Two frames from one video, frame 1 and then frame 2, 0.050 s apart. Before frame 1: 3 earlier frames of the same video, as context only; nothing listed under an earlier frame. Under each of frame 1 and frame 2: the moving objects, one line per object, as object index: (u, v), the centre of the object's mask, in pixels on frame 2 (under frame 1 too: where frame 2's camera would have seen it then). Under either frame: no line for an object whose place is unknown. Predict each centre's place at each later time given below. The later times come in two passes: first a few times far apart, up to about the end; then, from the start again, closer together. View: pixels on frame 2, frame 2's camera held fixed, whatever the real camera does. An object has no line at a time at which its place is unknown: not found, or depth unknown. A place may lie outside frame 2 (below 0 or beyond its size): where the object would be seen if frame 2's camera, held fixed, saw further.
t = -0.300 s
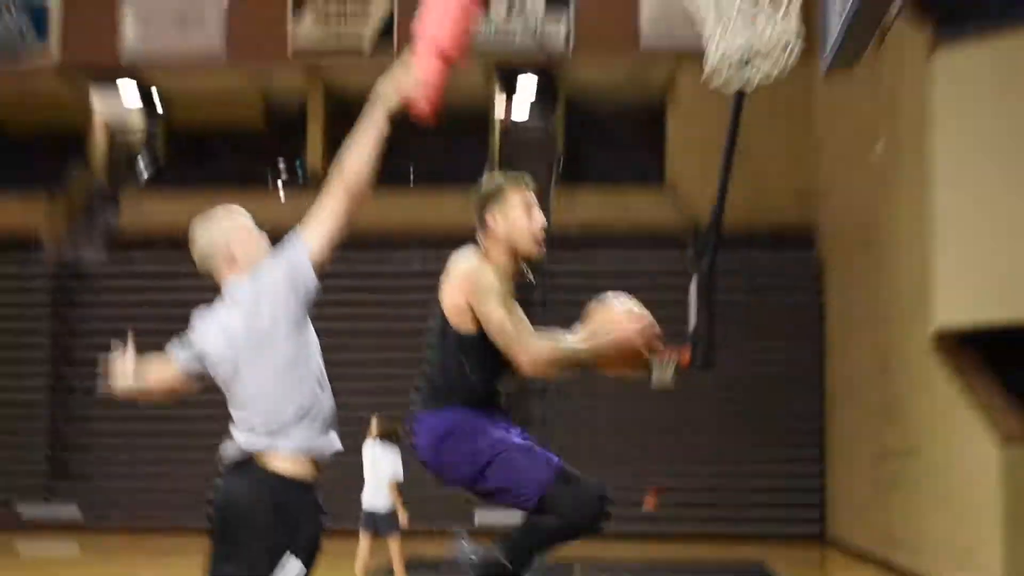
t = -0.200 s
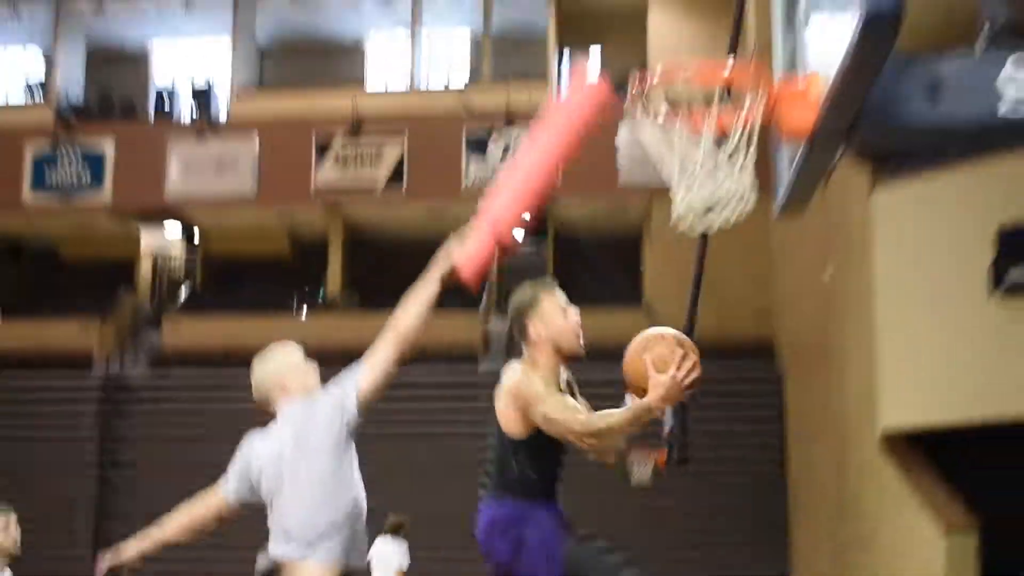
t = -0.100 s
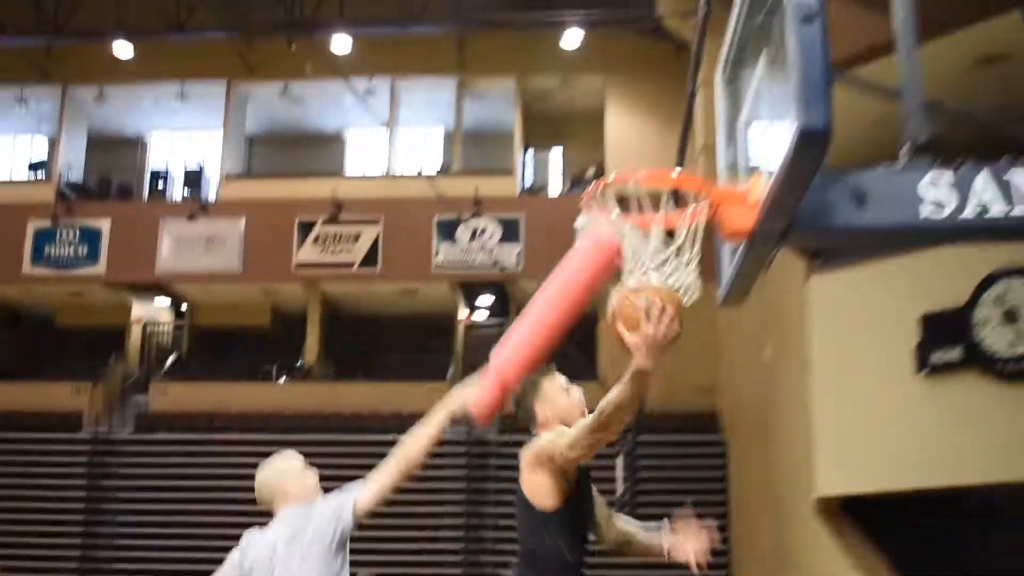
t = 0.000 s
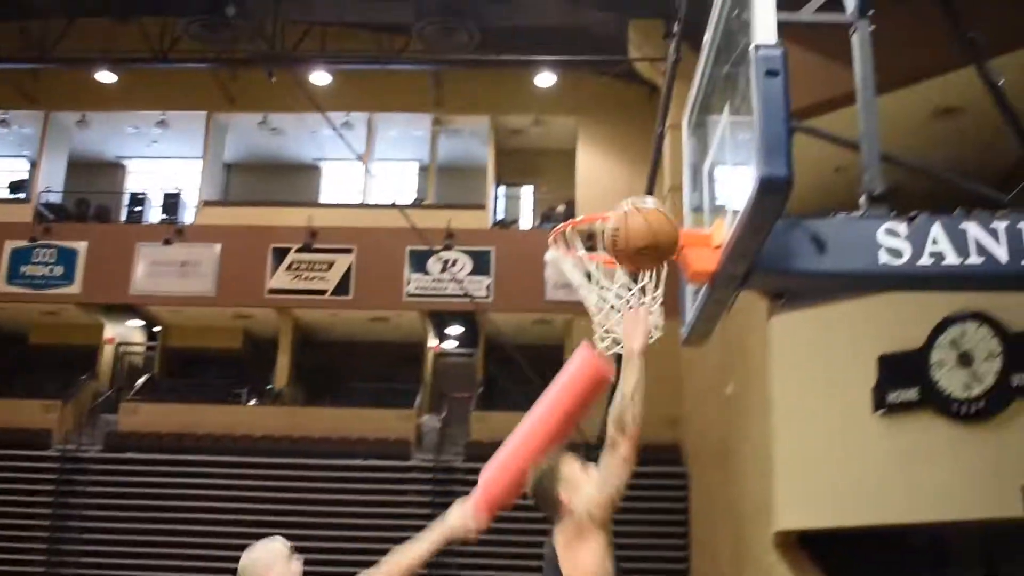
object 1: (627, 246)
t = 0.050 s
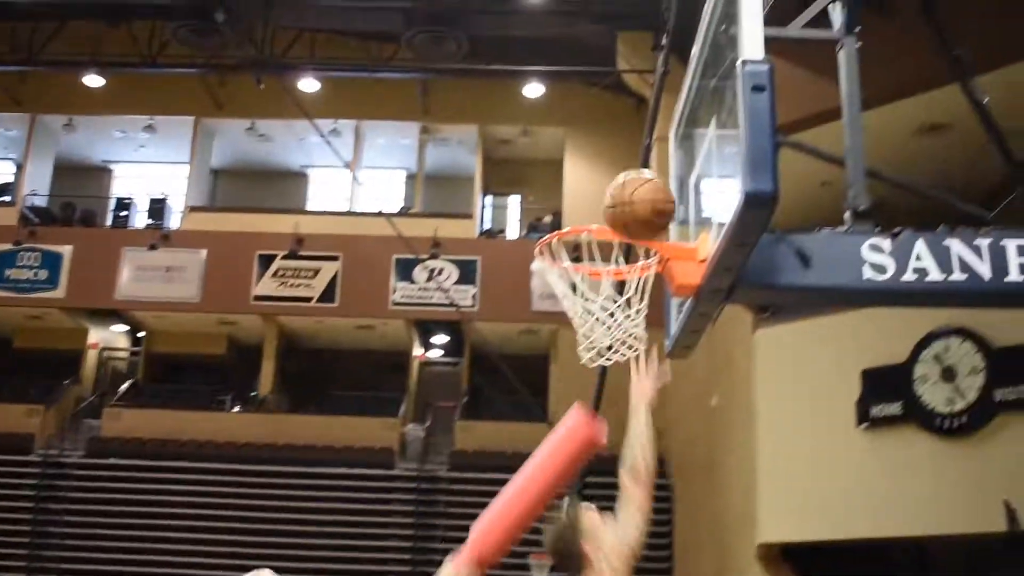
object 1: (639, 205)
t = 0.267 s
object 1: (674, 118)
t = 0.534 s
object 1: (610, 186)
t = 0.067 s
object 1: (643, 193)
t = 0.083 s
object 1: (646, 182)
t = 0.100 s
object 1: (650, 172)
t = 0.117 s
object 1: (653, 163)
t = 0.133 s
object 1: (657, 155)
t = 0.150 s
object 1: (660, 148)
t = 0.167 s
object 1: (663, 141)
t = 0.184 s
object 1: (667, 135)
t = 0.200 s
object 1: (671, 131)
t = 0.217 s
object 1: (674, 126)
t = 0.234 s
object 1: (678, 123)
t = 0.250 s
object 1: (678, 120)
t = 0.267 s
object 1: (674, 118)
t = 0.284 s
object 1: (669, 118)
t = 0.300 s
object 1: (665, 118)
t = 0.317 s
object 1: (661, 119)
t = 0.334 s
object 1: (657, 120)
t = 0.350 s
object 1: (653, 122)
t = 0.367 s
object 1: (649, 124)
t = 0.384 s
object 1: (644, 128)
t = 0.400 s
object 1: (641, 132)
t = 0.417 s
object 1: (637, 137)
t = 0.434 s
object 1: (633, 142)
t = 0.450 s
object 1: (629, 147)
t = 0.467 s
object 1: (625, 153)
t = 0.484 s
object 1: (621, 161)
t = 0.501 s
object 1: (618, 168)
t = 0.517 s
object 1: (614, 177)
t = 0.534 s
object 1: (610, 186)
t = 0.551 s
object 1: (608, 195)
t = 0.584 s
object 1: (600, 209)
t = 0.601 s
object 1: (596, 215)
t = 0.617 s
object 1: (589, 241)
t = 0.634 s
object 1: (589, 242)
